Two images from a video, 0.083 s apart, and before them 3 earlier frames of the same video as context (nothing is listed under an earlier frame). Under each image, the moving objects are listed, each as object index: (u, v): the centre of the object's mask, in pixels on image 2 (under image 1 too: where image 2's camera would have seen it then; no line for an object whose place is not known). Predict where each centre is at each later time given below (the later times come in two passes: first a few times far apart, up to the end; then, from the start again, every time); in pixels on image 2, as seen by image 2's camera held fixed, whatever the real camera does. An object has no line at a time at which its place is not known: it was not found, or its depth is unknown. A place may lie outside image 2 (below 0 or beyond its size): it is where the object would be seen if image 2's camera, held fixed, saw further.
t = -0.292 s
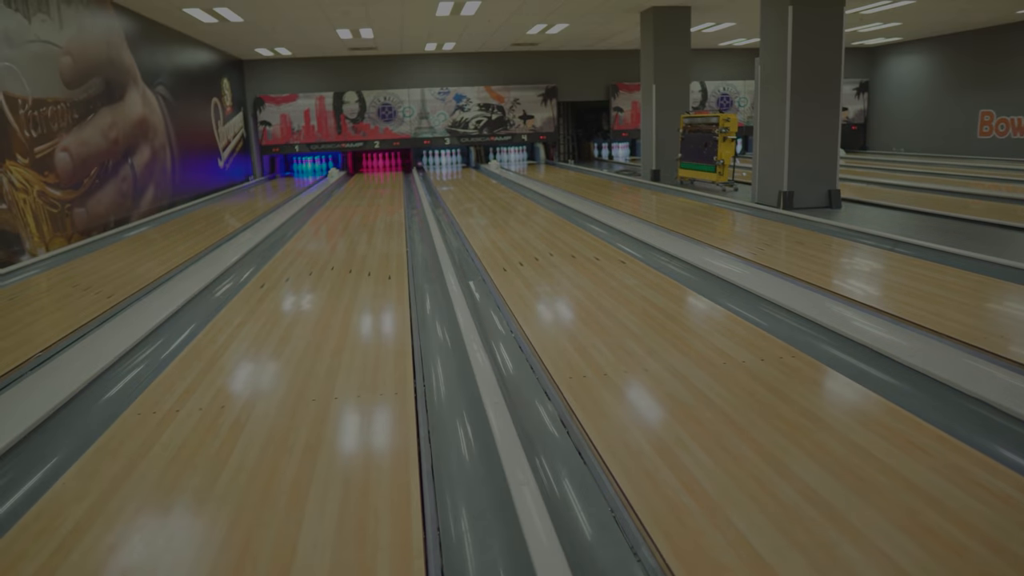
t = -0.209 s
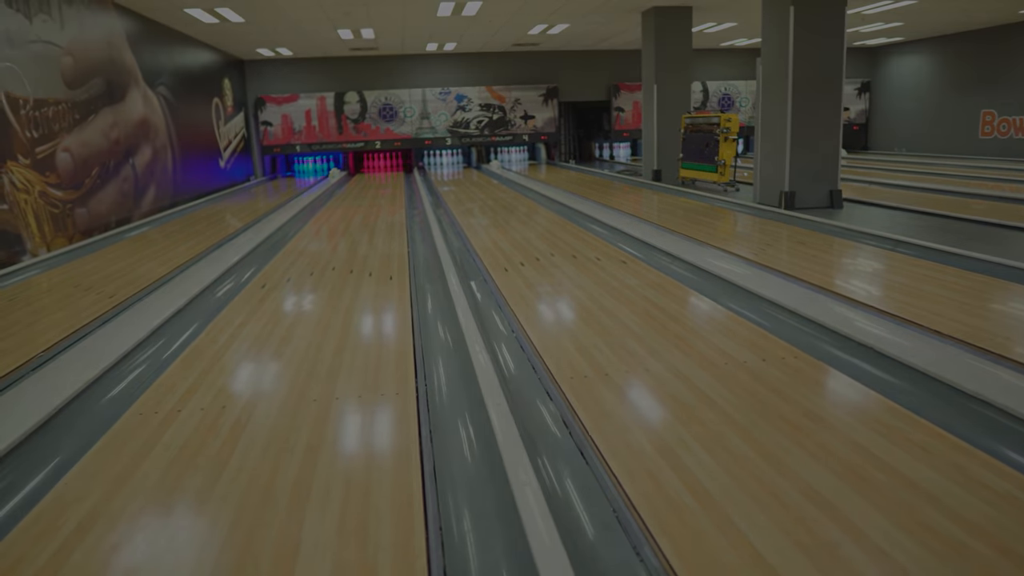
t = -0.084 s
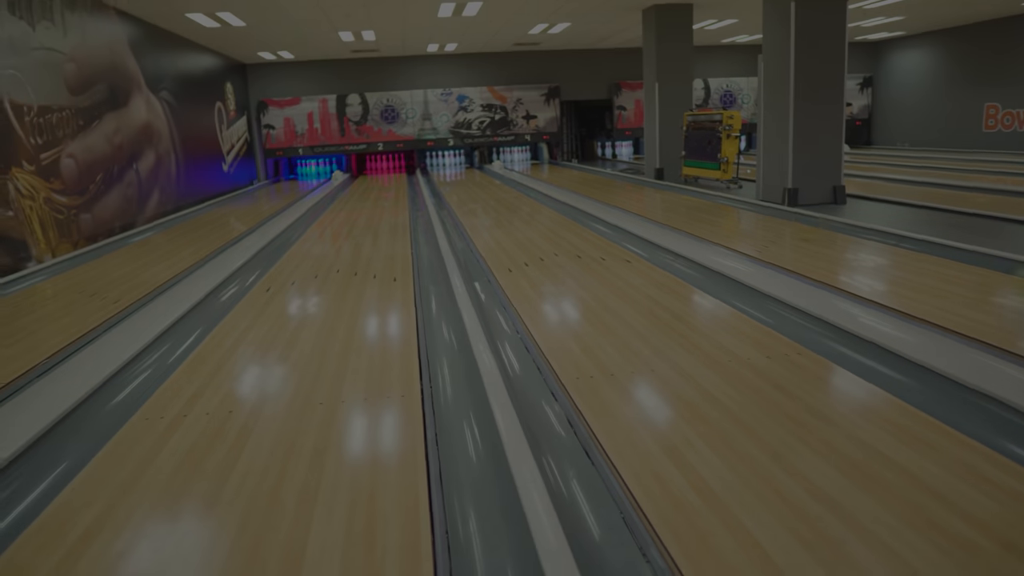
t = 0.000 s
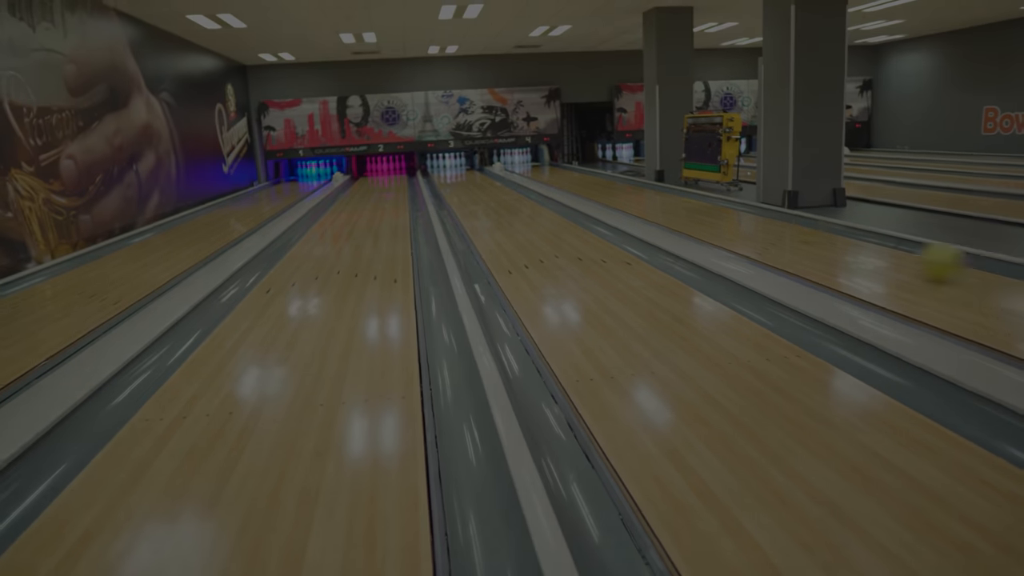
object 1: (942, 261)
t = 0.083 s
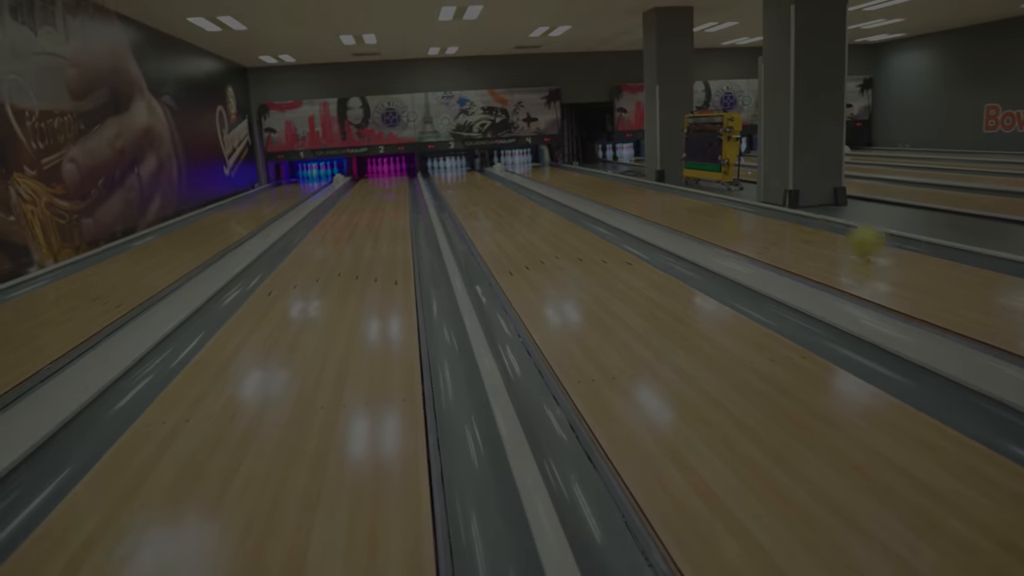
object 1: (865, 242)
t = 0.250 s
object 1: (765, 217)
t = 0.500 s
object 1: (678, 196)
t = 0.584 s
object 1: (656, 190)
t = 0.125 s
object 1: (835, 235)
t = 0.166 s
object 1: (809, 228)
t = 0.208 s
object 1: (785, 222)
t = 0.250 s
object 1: (765, 217)
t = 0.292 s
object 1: (746, 213)
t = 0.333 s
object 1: (729, 208)
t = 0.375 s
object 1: (712, 204)
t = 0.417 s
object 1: (700, 202)
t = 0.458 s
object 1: (688, 198)
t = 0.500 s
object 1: (678, 196)
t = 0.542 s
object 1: (666, 192)
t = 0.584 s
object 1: (656, 190)
